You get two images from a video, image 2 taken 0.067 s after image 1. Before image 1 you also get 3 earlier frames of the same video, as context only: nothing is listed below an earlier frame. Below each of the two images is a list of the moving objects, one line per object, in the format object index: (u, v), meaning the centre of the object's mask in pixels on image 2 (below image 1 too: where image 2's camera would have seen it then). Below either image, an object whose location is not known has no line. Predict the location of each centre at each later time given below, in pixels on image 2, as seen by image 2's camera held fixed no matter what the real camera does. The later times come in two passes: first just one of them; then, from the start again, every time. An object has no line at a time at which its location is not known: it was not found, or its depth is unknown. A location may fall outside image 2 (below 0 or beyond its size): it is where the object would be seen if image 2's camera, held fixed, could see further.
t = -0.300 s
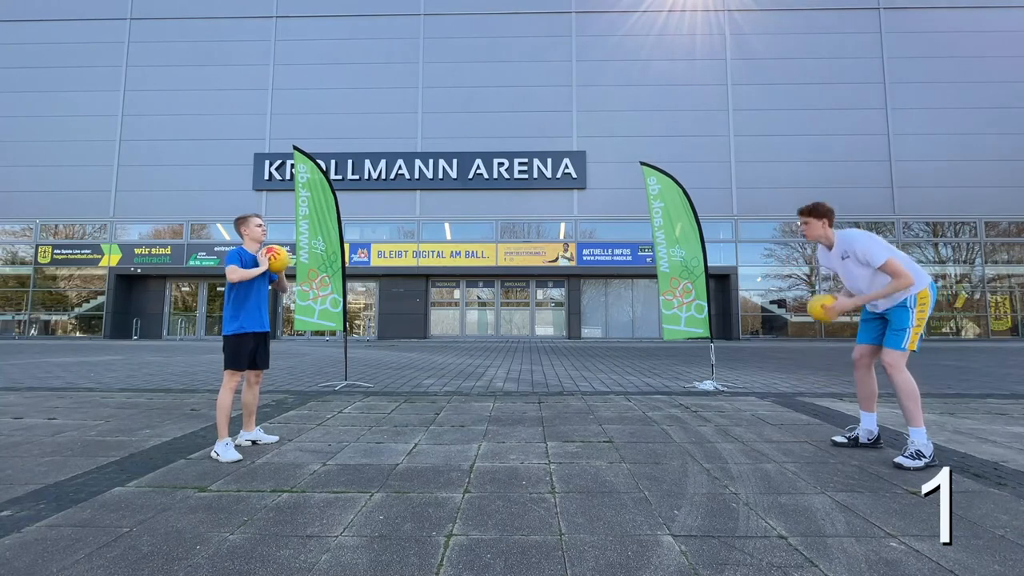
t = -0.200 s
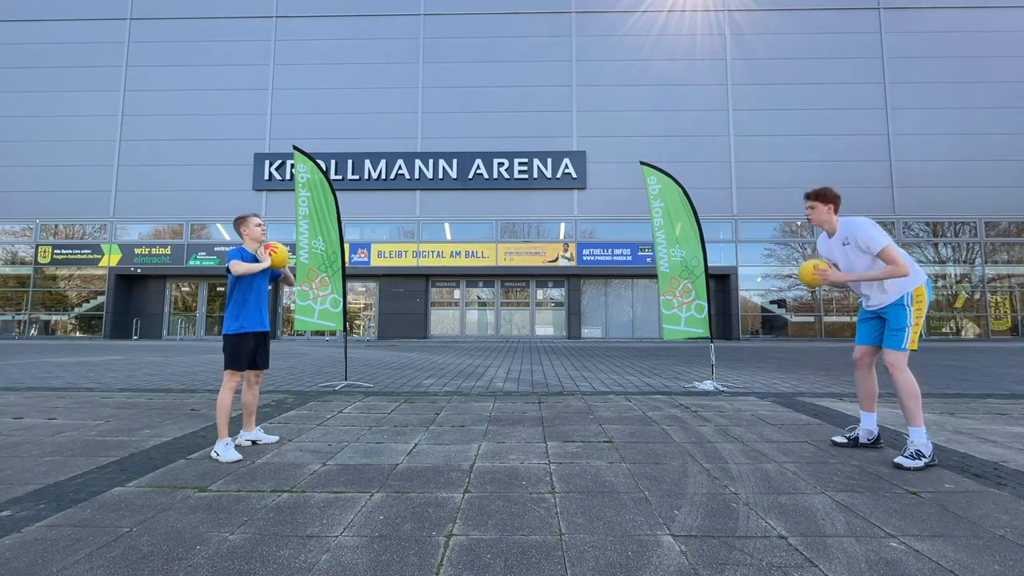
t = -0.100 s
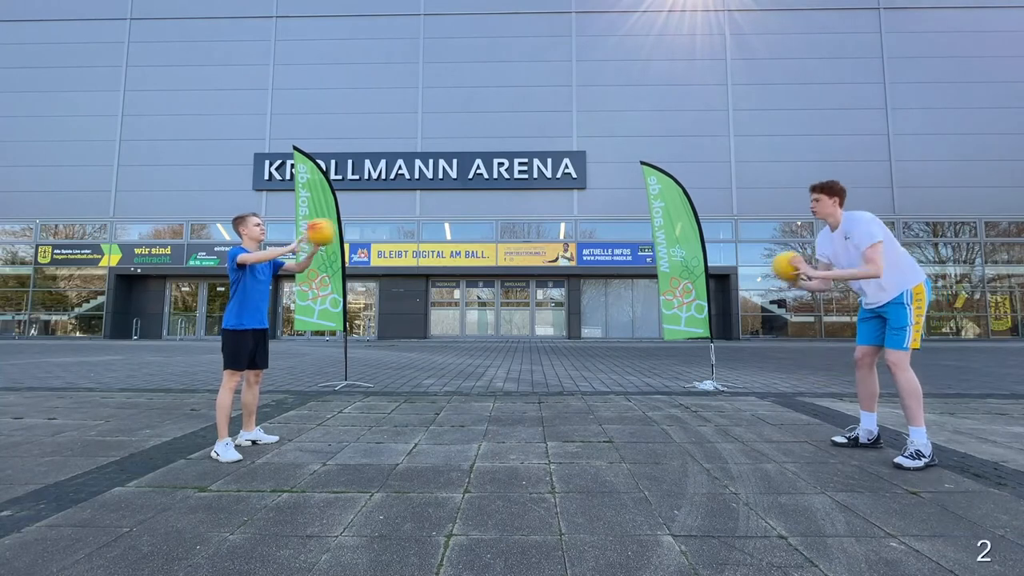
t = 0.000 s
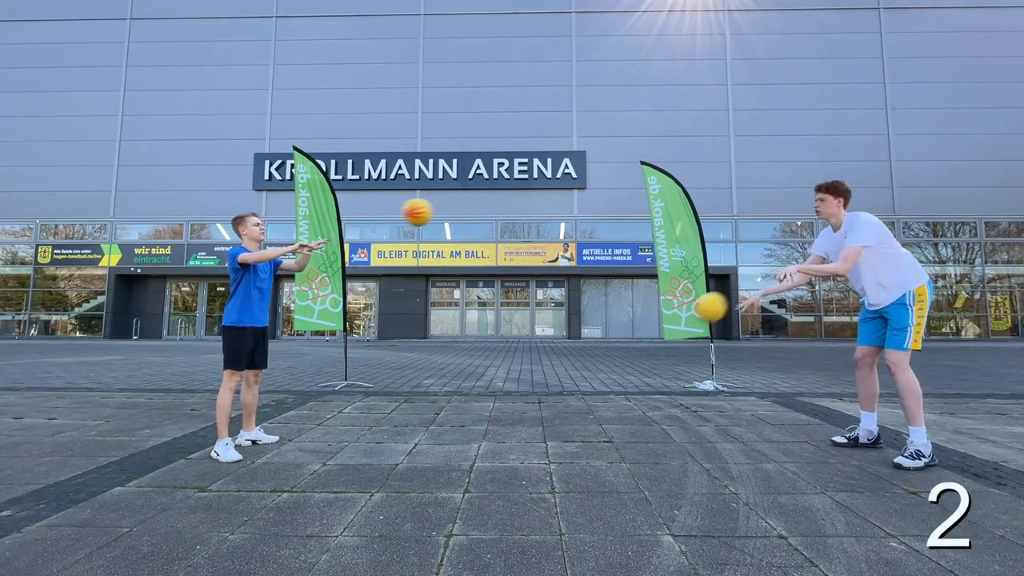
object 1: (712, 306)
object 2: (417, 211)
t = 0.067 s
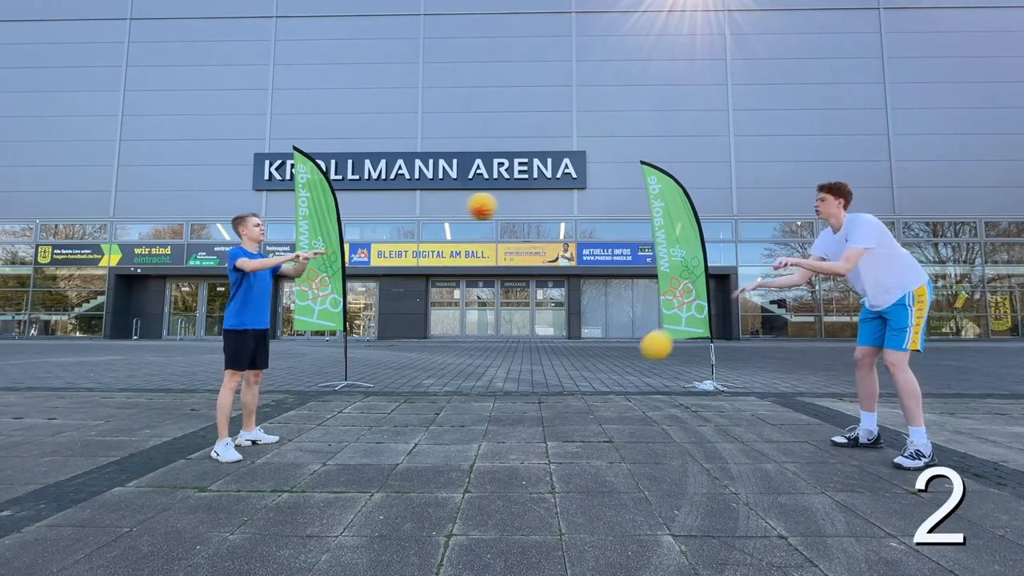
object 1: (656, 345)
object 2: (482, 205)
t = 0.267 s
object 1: (522, 408)
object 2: (675, 224)
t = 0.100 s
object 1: (630, 366)
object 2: (514, 205)
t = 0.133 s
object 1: (603, 388)
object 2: (546, 205)
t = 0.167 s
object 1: (576, 414)
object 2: (578, 207)
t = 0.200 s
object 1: (549, 441)
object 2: (610, 211)
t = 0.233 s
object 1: (535, 427)
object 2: (641, 217)
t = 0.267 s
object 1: (522, 408)
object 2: (675, 224)
